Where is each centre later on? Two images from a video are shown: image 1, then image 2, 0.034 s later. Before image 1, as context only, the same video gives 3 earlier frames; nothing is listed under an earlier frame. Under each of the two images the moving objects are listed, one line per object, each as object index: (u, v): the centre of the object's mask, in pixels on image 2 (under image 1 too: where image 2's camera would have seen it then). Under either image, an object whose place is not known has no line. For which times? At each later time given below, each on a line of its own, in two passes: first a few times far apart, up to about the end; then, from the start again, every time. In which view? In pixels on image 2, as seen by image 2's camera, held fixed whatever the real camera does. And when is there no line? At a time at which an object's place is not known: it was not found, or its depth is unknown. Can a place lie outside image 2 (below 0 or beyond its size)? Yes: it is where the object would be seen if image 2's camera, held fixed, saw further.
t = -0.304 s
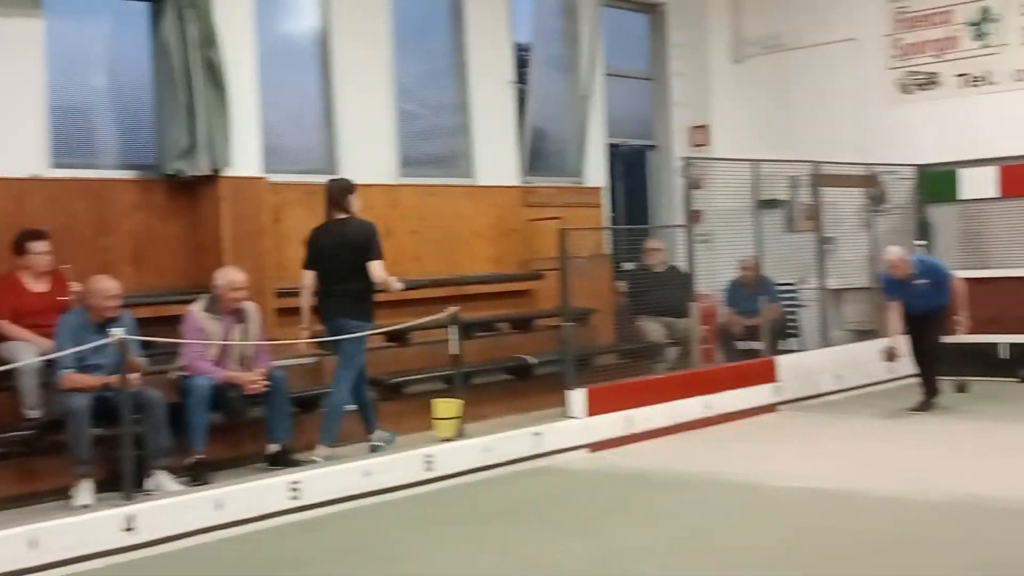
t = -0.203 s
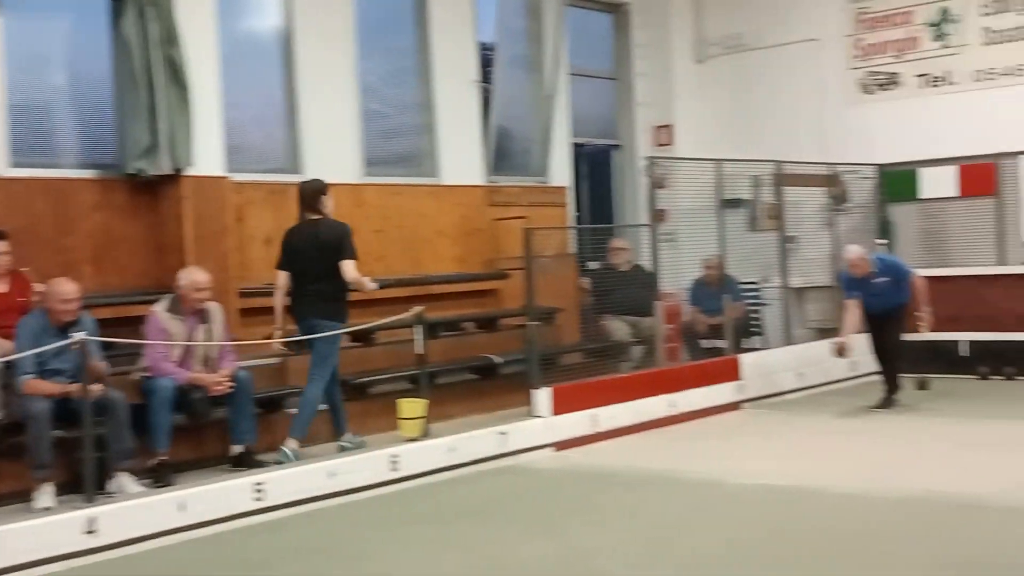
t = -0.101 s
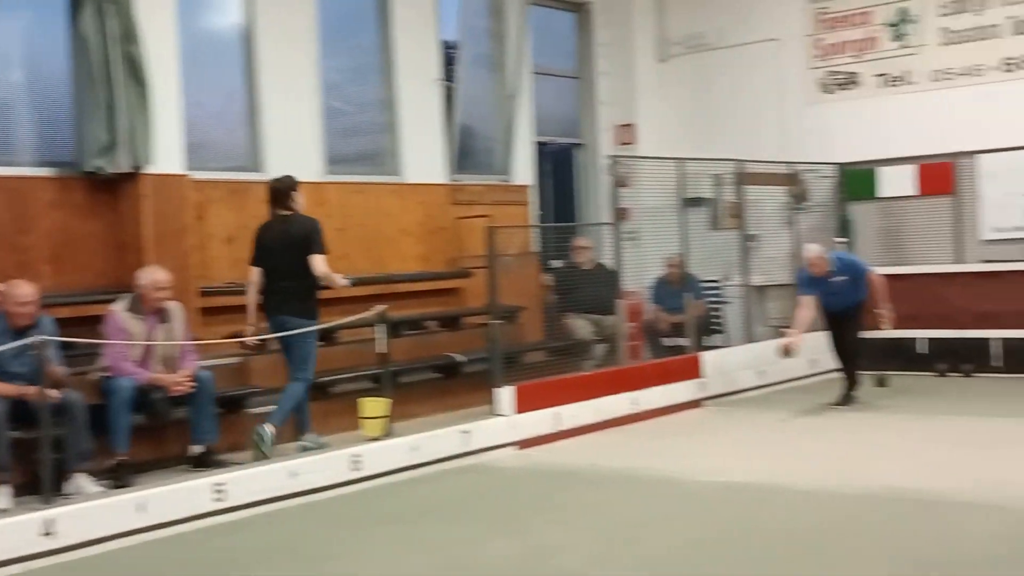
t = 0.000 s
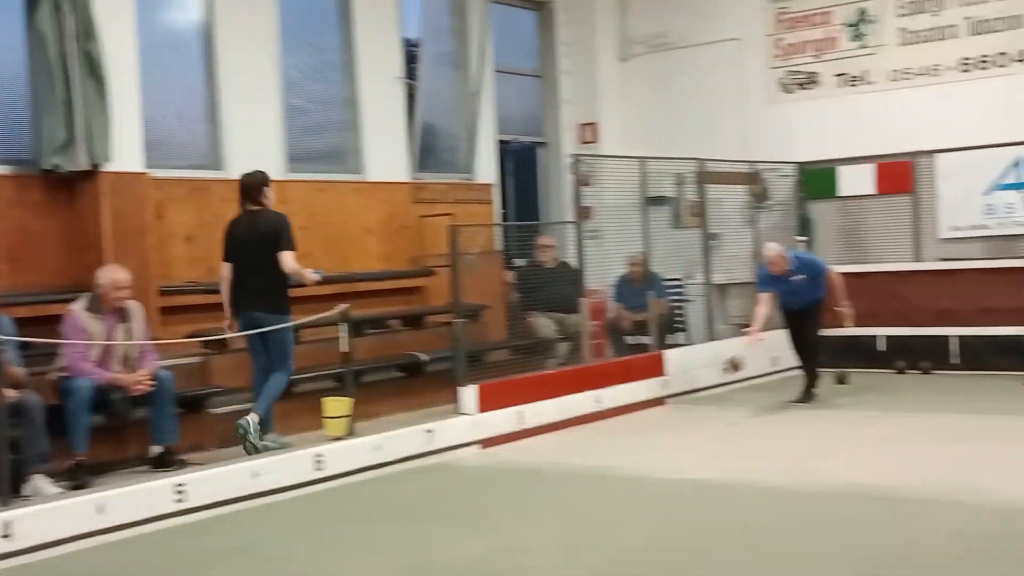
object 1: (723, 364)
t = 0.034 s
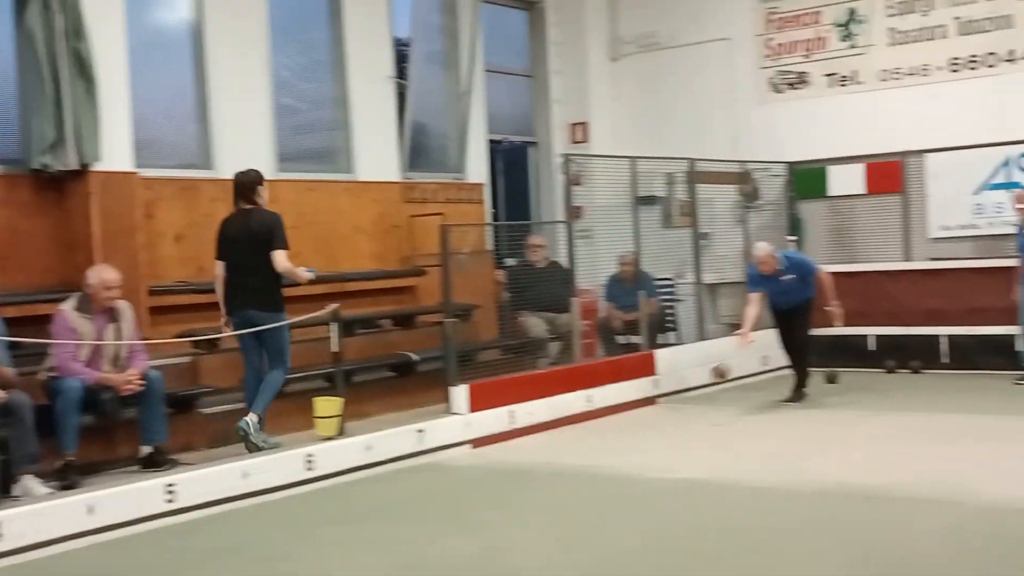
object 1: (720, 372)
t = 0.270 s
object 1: (691, 417)
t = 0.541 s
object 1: (659, 439)
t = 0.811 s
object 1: (622, 454)
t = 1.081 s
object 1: (580, 470)
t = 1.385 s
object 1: (527, 491)
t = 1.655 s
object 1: (473, 511)
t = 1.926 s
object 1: (413, 535)
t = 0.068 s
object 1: (714, 384)
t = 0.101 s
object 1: (710, 396)
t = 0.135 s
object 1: (706, 410)
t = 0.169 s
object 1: (701, 421)
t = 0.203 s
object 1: (698, 419)
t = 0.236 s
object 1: (695, 417)
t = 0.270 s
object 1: (691, 417)
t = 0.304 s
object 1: (688, 419)
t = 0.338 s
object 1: (685, 423)
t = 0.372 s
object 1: (681, 428)
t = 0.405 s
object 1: (677, 432)
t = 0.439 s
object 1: (672, 433)
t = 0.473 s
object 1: (668, 435)
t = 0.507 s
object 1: (663, 437)
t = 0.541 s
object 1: (659, 439)
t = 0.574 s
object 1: (654, 441)
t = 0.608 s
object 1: (650, 442)
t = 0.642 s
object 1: (646, 444)
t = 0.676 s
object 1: (641, 446)
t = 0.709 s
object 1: (636, 448)
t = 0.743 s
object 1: (631, 450)
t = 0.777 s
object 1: (626, 452)
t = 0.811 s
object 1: (622, 454)
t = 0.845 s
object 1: (617, 456)
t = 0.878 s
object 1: (612, 458)
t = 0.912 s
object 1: (606, 460)
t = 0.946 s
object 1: (601, 462)
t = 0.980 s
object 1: (596, 464)
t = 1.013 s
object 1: (591, 466)
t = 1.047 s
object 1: (585, 468)
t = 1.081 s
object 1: (580, 470)
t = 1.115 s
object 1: (574, 472)
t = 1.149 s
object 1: (569, 474)
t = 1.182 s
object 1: (563, 476)
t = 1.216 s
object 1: (557, 479)
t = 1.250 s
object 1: (551, 481)
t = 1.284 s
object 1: (545, 483)
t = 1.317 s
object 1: (539, 485)
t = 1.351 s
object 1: (533, 488)
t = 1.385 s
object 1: (527, 491)
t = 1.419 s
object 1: (520, 493)
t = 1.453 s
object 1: (514, 495)
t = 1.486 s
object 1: (507, 498)
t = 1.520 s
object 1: (500, 501)
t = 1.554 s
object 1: (494, 503)
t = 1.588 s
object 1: (487, 506)
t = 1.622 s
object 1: (480, 509)
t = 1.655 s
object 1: (473, 511)
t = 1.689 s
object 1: (466, 514)
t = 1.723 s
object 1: (459, 517)
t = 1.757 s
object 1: (452, 519)
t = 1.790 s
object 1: (444, 522)
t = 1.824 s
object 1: (437, 525)
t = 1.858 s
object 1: (429, 528)
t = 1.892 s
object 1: (421, 531)
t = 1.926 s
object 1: (413, 535)
